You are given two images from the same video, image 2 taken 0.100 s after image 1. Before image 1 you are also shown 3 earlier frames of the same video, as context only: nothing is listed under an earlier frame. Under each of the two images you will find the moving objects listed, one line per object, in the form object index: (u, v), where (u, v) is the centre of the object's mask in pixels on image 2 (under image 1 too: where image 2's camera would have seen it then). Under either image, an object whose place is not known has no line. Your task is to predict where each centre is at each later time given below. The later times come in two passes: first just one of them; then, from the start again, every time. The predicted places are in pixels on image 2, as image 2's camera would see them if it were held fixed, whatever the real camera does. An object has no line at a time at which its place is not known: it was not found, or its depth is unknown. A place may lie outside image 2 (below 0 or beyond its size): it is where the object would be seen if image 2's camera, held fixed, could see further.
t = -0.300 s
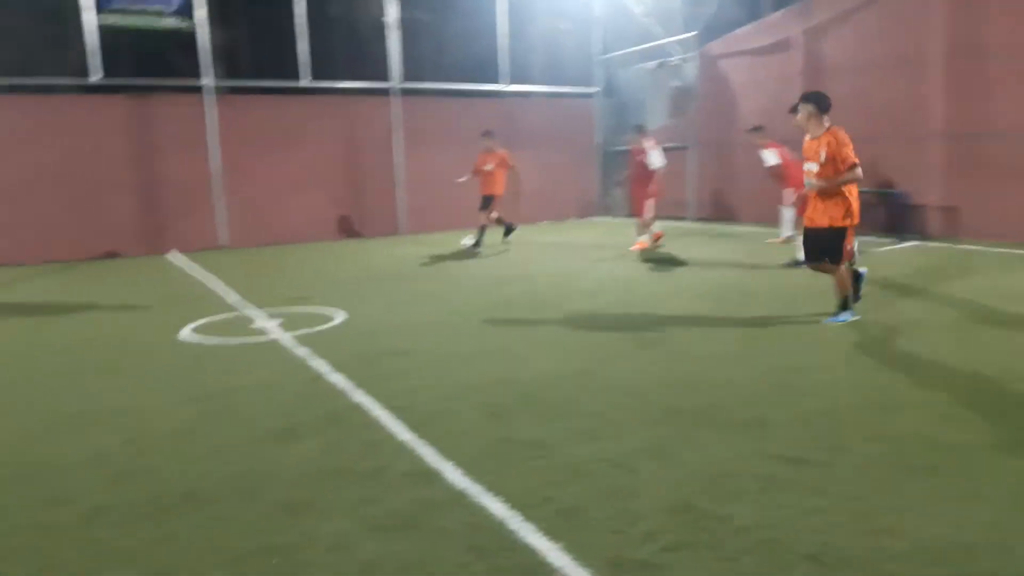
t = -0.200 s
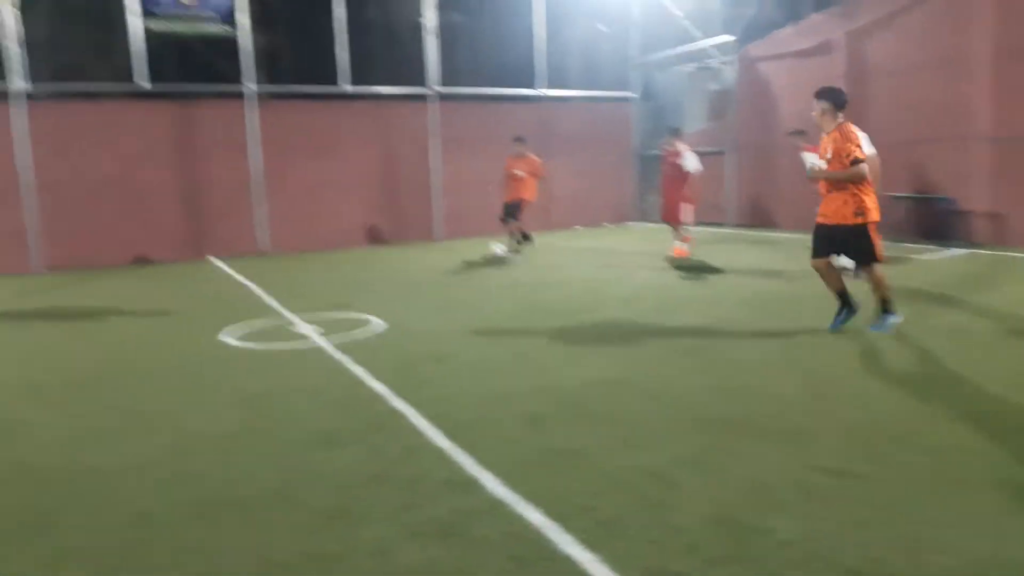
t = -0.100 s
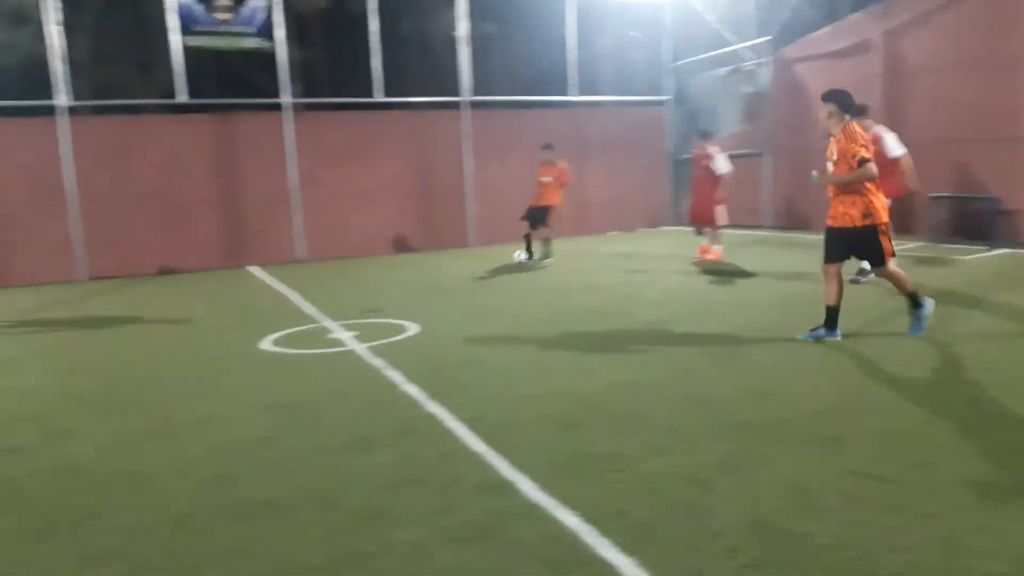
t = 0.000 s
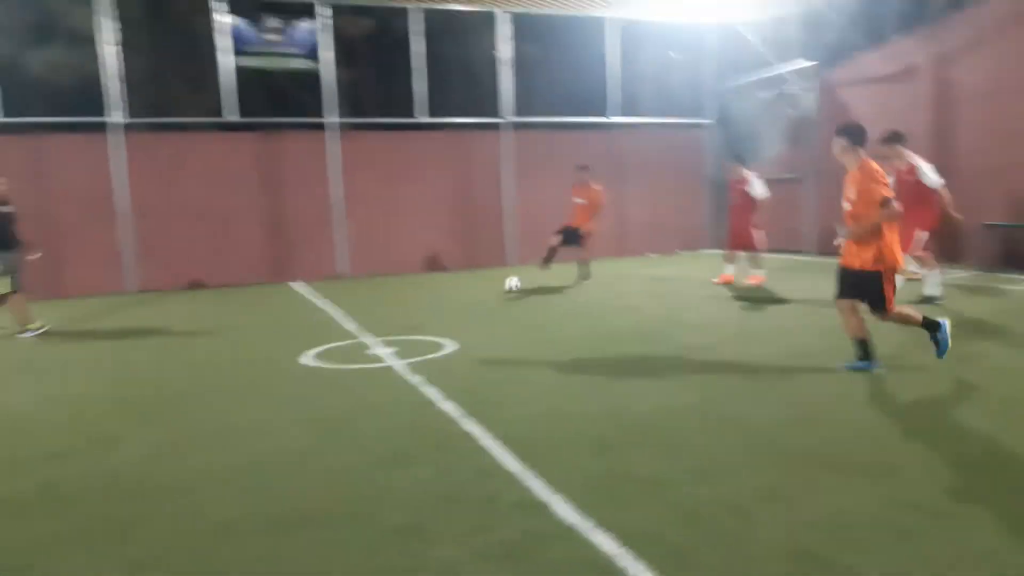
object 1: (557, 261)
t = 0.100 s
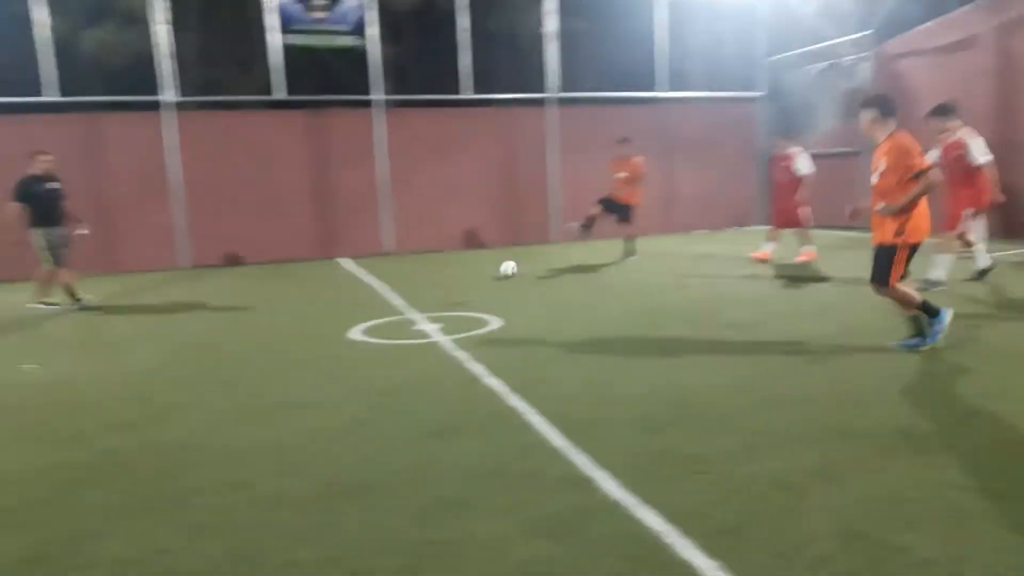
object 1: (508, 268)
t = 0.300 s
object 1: (409, 284)
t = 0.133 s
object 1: (491, 271)
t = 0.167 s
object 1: (474, 272)
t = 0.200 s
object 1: (457, 276)
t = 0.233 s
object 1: (440, 279)
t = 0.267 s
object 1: (423, 281)
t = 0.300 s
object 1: (409, 284)
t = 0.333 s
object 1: (391, 287)
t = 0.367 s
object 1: (374, 289)
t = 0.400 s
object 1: (355, 292)
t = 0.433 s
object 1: (337, 297)
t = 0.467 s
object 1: (318, 298)
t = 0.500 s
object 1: (299, 301)
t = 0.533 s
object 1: (280, 305)
